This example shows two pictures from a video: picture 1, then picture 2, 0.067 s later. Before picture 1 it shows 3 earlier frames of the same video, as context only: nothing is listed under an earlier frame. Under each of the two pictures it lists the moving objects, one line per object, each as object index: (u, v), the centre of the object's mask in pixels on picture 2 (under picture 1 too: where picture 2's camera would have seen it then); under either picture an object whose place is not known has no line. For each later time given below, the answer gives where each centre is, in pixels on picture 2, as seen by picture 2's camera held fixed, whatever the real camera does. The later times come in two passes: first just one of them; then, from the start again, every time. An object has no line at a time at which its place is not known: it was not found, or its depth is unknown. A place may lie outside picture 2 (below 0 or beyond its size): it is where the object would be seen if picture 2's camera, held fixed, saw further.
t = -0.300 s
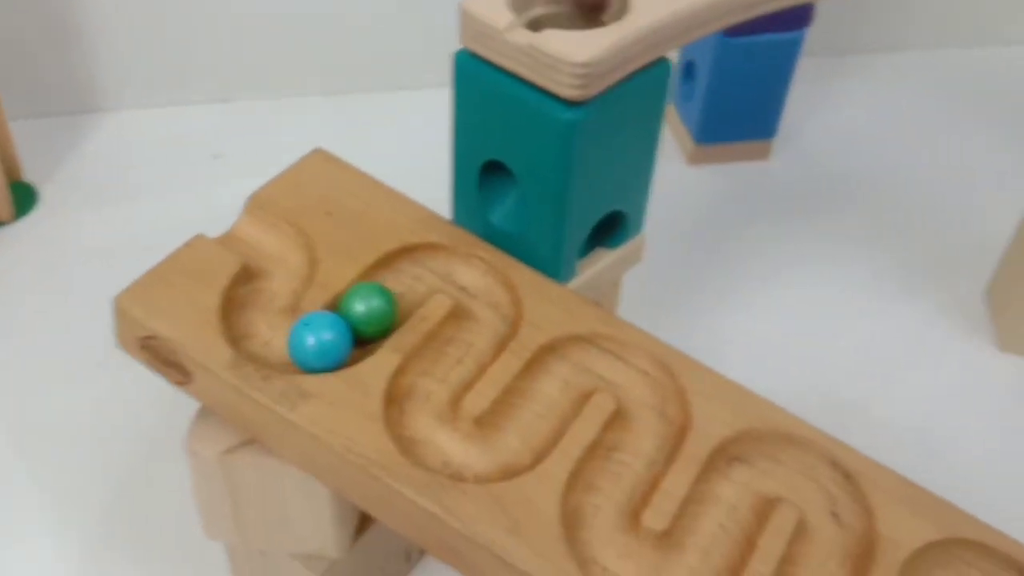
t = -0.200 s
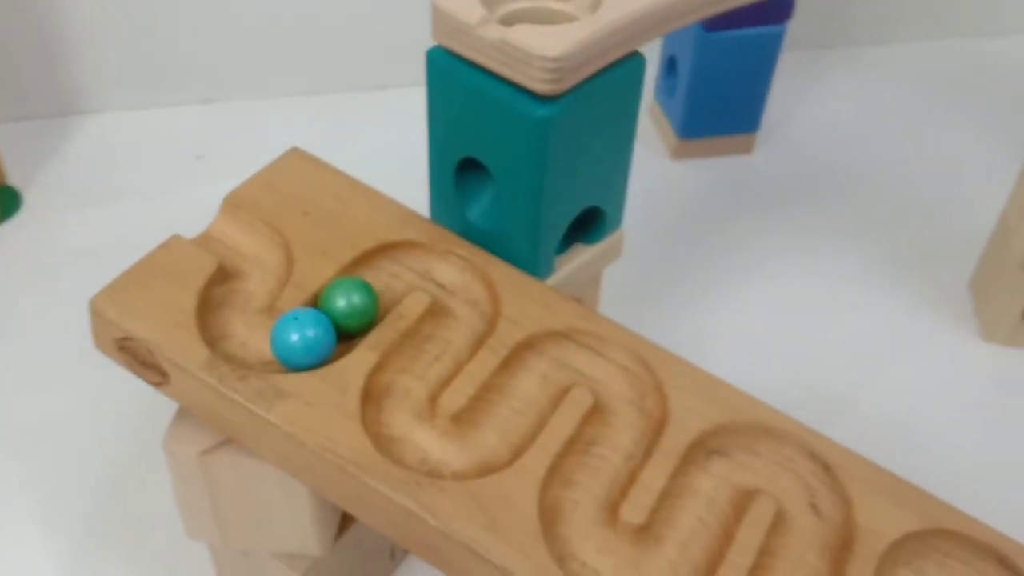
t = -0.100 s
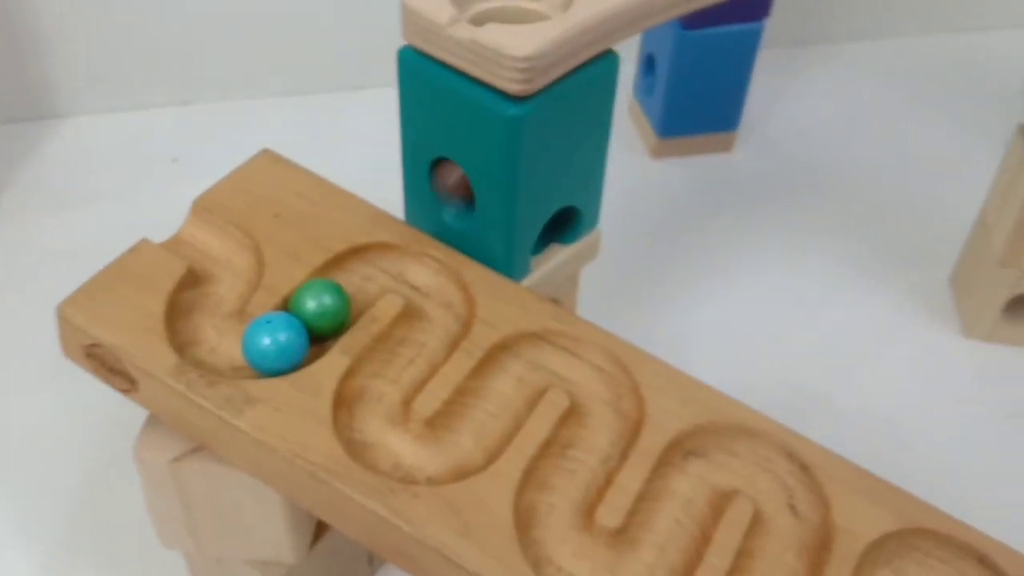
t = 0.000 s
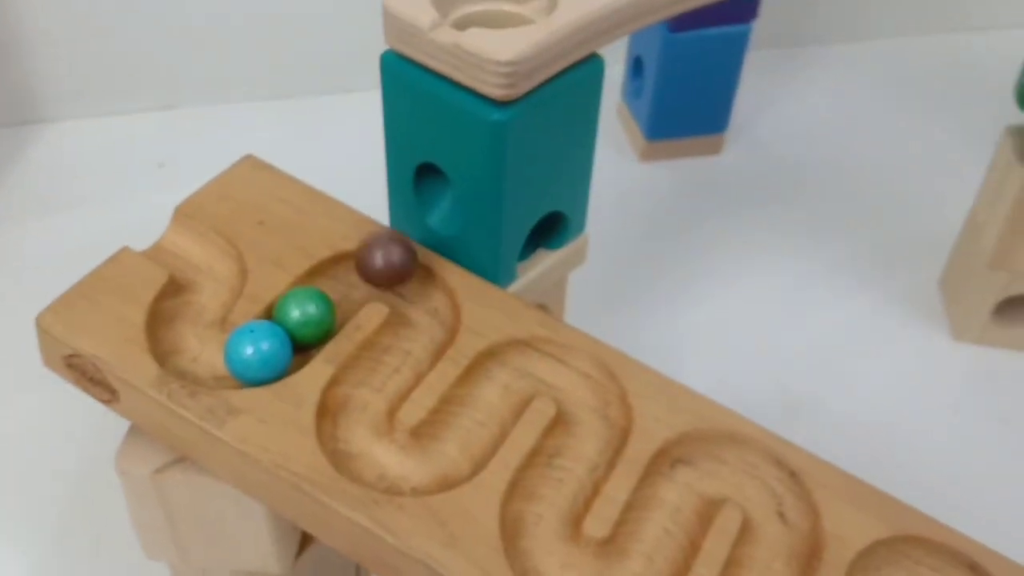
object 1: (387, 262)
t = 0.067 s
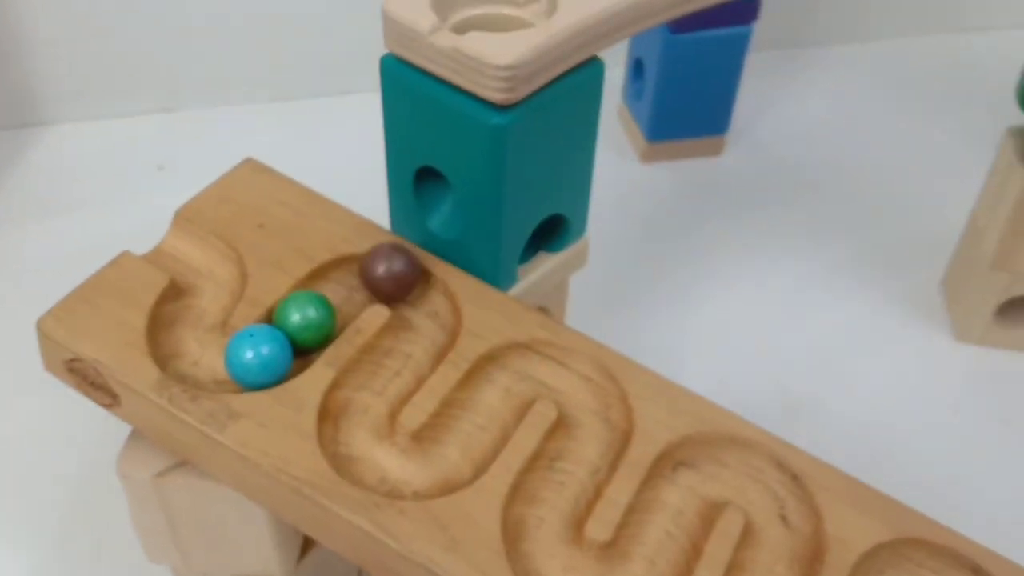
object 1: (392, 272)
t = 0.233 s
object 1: (428, 312)
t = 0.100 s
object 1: (398, 277)
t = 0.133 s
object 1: (406, 282)
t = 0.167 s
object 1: (416, 289)
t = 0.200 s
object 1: (424, 300)
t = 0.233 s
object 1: (428, 312)
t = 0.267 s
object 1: (423, 327)
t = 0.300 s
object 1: (412, 341)
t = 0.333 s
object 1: (400, 353)
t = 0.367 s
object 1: (389, 368)
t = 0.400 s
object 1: (376, 382)
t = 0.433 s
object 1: (362, 400)
